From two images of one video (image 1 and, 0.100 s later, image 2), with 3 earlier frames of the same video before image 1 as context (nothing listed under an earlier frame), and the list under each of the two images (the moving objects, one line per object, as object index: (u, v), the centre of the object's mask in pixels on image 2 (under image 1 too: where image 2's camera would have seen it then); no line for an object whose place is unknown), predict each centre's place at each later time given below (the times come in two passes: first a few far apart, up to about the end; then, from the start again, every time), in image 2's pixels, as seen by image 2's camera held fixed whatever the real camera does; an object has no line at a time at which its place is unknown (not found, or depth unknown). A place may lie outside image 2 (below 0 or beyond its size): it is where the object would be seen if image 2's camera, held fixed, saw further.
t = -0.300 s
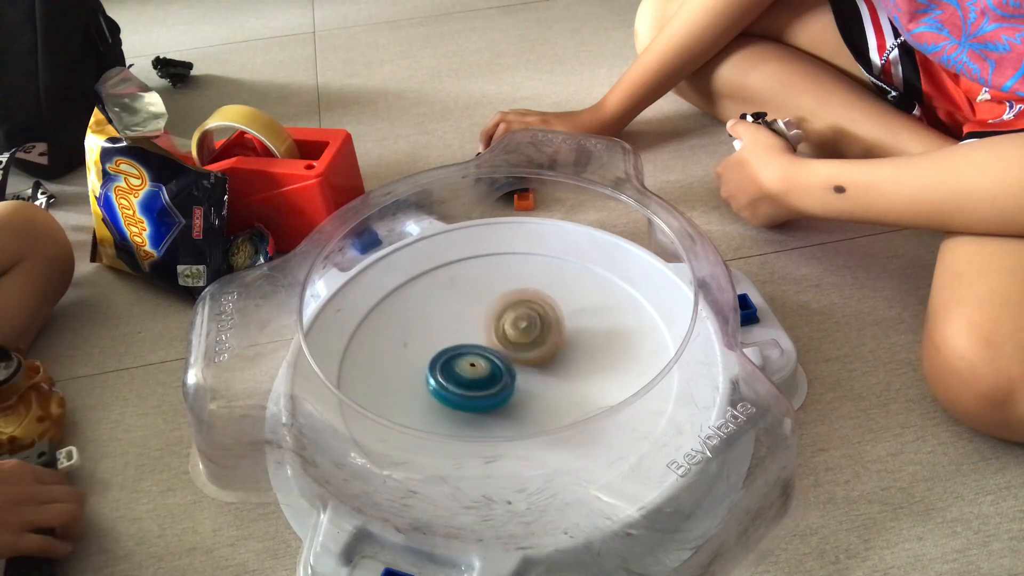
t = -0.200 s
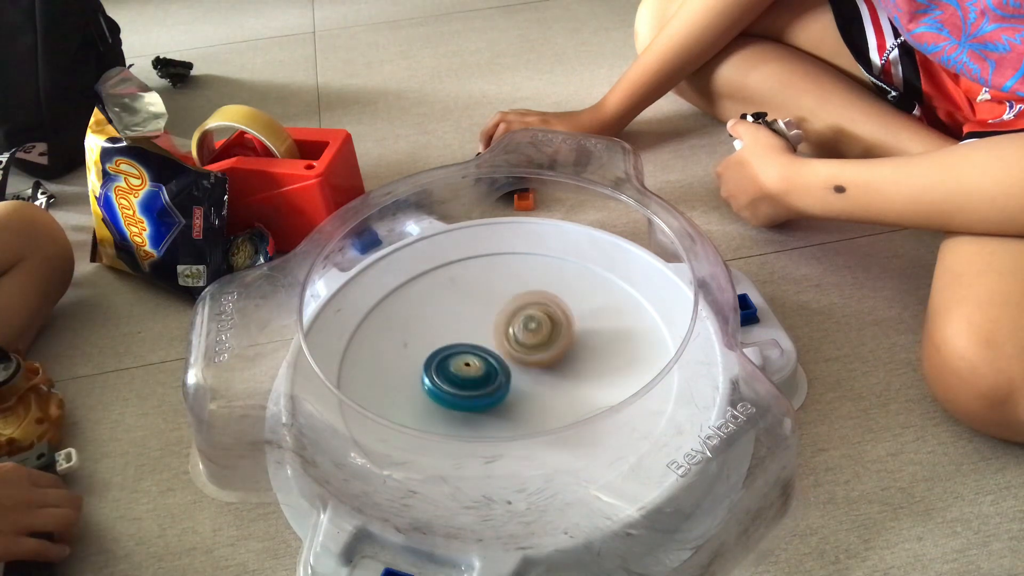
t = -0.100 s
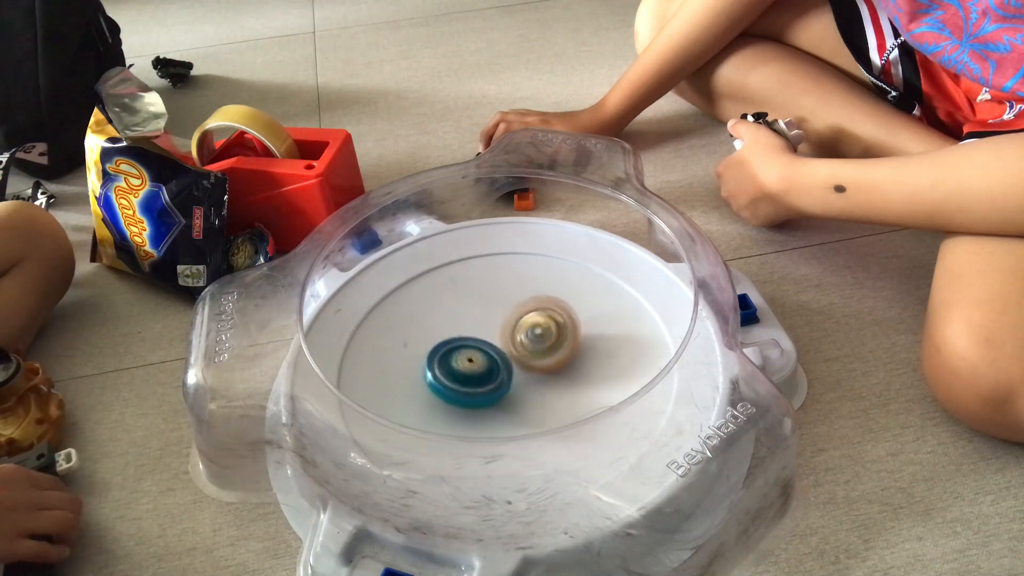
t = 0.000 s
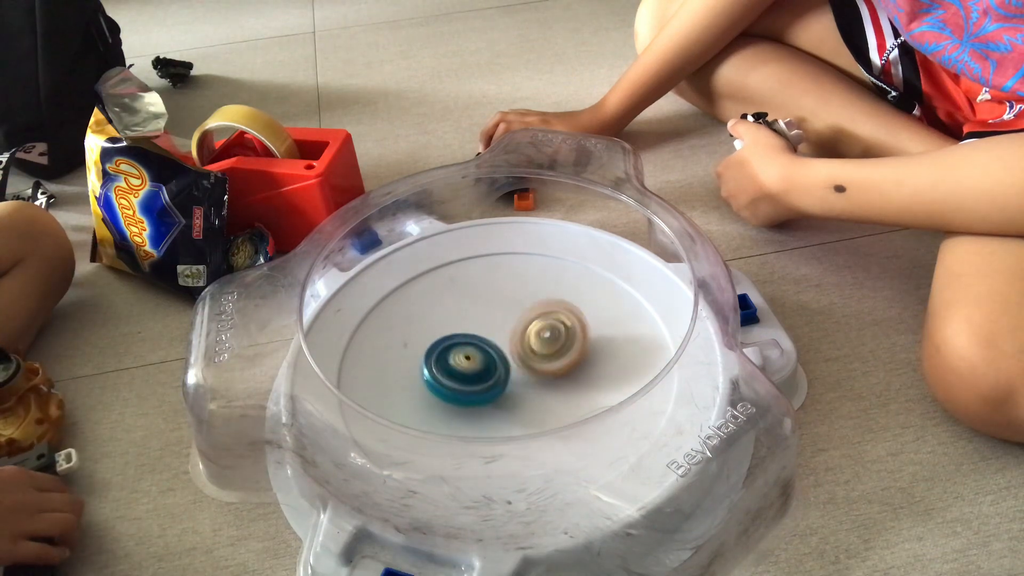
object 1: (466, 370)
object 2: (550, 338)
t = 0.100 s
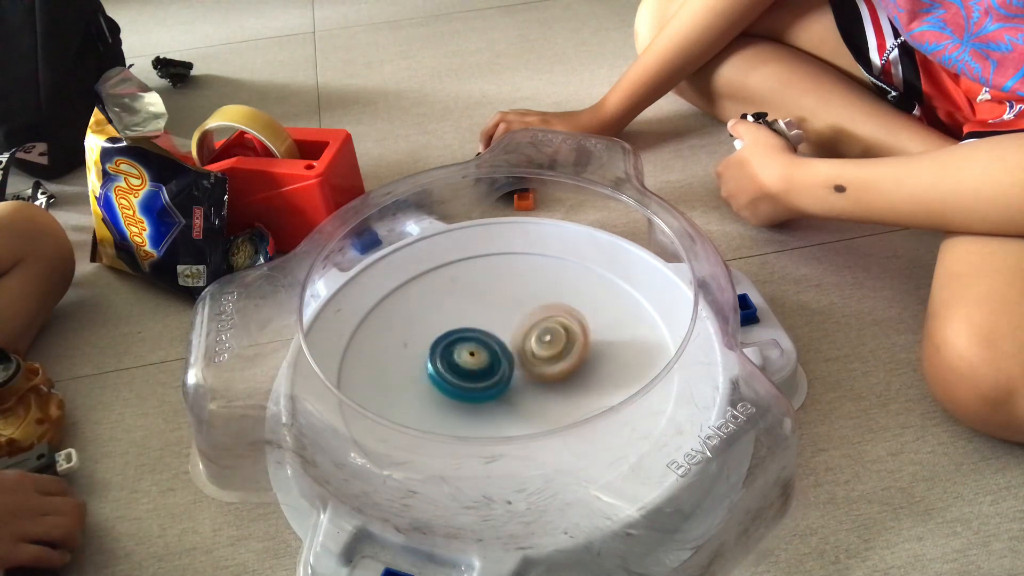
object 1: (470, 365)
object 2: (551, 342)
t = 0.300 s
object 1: (474, 358)
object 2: (561, 352)
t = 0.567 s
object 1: (468, 352)
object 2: (574, 369)
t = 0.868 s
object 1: (485, 359)
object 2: (566, 369)
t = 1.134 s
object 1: (485, 352)
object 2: (534, 396)
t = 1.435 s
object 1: (486, 339)
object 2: (448, 412)
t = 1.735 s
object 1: (488, 341)
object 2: (468, 407)
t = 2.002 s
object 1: (509, 326)
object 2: (472, 396)
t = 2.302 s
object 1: (557, 305)
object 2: (406, 352)
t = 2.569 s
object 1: (545, 315)
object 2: (439, 353)
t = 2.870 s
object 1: (544, 373)
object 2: (464, 372)
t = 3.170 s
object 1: (547, 397)
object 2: (470, 375)
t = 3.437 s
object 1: (547, 390)
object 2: (470, 361)
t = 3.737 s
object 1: (533, 366)
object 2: (464, 357)
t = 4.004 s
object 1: (543, 356)
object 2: (469, 339)
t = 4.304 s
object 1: (541, 362)
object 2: (467, 347)
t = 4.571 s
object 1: (553, 369)
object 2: (470, 357)
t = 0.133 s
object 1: (471, 363)
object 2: (553, 343)
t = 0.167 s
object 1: (470, 362)
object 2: (556, 344)
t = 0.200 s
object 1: (471, 361)
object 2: (556, 346)
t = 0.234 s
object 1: (473, 360)
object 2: (558, 348)
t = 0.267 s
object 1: (472, 359)
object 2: (560, 350)
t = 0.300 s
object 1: (474, 358)
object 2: (561, 352)
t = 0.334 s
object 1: (476, 357)
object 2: (561, 354)
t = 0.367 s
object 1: (472, 355)
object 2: (568, 356)
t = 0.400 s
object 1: (465, 353)
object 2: (573, 359)
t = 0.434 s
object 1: (463, 352)
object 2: (576, 362)
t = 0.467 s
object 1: (463, 351)
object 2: (577, 365)
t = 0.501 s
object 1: (464, 351)
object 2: (576, 367)
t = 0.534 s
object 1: (466, 351)
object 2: (575, 368)
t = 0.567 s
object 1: (468, 352)
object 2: (574, 369)
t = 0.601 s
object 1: (470, 352)
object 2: (573, 369)
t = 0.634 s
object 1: (472, 353)
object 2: (572, 369)
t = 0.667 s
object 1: (475, 354)
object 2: (572, 368)
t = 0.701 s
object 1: (477, 355)
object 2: (571, 367)
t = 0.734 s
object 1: (479, 356)
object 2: (569, 368)
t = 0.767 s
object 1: (481, 357)
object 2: (568, 367)
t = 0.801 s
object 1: (482, 358)
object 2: (567, 368)
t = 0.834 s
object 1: (483, 359)
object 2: (566, 368)
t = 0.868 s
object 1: (485, 359)
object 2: (566, 369)
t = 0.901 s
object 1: (486, 359)
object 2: (563, 371)
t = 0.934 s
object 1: (485, 359)
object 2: (562, 373)
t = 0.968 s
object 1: (486, 358)
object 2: (559, 377)
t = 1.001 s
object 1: (486, 357)
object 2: (554, 378)
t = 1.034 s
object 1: (485, 355)
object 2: (552, 385)
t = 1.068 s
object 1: (485, 354)
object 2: (545, 388)
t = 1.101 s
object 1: (484, 353)
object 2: (539, 393)
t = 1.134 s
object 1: (485, 352)
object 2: (534, 396)
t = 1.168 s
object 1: (486, 351)
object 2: (525, 403)
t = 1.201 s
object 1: (488, 349)
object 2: (511, 407)
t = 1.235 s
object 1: (489, 346)
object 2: (497, 410)
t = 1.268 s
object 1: (489, 344)
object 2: (486, 411)
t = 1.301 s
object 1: (489, 342)
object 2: (475, 413)
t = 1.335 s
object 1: (488, 341)
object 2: (466, 413)
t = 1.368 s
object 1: (487, 340)
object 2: (458, 413)
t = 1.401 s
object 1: (487, 340)
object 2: (453, 413)
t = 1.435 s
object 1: (486, 339)
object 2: (448, 412)
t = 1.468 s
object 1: (486, 339)
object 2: (447, 411)
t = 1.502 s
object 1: (486, 340)
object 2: (446, 411)
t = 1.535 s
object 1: (486, 339)
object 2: (448, 410)
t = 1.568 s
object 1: (486, 340)
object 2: (450, 409)
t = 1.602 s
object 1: (487, 341)
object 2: (454, 409)
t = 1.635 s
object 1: (487, 342)
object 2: (457, 407)
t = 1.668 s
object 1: (487, 342)
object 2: (460, 409)
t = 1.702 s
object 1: (487, 342)
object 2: (465, 408)
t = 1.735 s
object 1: (488, 341)
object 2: (468, 407)
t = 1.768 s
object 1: (492, 337)
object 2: (469, 408)
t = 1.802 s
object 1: (497, 331)
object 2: (468, 410)
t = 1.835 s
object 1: (501, 329)
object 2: (469, 410)
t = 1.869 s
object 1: (504, 327)
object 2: (470, 409)
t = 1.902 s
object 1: (507, 326)
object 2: (471, 408)
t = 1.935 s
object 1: (508, 326)
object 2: (472, 405)
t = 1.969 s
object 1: (509, 326)
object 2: (471, 401)
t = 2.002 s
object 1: (509, 326)
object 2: (472, 396)
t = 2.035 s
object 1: (510, 326)
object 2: (471, 389)
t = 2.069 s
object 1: (514, 324)
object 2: (466, 384)
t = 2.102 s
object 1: (523, 319)
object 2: (453, 379)
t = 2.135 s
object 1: (533, 315)
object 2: (445, 375)
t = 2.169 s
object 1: (542, 311)
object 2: (434, 367)
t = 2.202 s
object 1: (549, 309)
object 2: (424, 361)
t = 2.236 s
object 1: (553, 307)
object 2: (417, 357)
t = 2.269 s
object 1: (556, 305)
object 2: (410, 353)
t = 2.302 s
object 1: (557, 305)
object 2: (406, 352)
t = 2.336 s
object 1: (557, 305)
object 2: (405, 352)
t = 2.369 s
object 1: (555, 305)
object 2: (406, 352)
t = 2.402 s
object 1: (554, 307)
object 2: (409, 353)
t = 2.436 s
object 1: (551, 307)
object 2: (413, 354)
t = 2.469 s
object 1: (550, 308)
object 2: (418, 353)
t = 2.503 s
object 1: (548, 310)
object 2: (425, 354)
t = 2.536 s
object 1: (547, 312)
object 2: (431, 352)
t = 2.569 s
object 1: (545, 315)
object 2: (439, 353)
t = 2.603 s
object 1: (543, 319)
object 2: (445, 353)
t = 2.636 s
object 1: (541, 323)
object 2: (452, 355)
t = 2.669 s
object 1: (539, 330)
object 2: (457, 358)
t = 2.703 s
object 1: (538, 336)
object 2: (461, 360)
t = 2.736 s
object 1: (539, 344)
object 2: (461, 365)
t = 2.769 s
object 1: (541, 351)
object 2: (460, 367)
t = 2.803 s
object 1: (542, 358)
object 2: (459, 370)
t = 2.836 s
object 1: (542, 366)
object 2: (463, 370)
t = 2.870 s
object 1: (544, 373)
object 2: (464, 372)
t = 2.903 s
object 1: (546, 379)
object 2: (465, 372)
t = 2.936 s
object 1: (546, 386)
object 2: (468, 373)
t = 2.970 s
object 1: (547, 391)
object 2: (468, 375)
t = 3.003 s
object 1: (548, 394)
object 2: (469, 374)
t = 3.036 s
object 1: (548, 397)
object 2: (468, 375)
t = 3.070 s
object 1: (547, 397)
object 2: (468, 375)
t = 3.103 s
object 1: (548, 398)
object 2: (469, 376)
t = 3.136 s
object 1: (547, 398)
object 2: (469, 375)
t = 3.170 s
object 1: (547, 397)
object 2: (470, 375)
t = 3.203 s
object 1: (549, 395)
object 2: (469, 375)
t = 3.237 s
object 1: (550, 393)
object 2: (468, 374)
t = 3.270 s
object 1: (550, 392)
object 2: (470, 373)
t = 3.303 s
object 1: (550, 391)
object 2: (468, 373)
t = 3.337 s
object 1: (549, 391)
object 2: (469, 369)
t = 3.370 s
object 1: (547, 390)
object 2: (471, 366)
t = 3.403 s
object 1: (547, 390)
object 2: (471, 363)
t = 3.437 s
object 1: (547, 390)
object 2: (470, 361)
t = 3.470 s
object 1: (547, 391)
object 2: (468, 359)
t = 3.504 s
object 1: (546, 389)
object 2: (468, 358)
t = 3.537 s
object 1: (545, 387)
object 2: (467, 358)
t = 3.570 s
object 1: (543, 384)
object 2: (465, 358)
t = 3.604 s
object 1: (541, 381)
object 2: (467, 358)
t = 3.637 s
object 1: (539, 377)
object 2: (468, 359)
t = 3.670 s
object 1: (537, 373)
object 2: (467, 359)
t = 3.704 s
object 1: (533, 368)
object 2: (464, 360)
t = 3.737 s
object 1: (533, 366)
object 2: (464, 357)
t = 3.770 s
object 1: (535, 364)
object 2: (466, 354)
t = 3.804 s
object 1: (536, 363)
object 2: (466, 349)
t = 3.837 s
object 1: (539, 361)
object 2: (468, 346)
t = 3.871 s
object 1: (540, 359)
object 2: (469, 344)
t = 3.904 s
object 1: (541, 359)
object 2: (469, 342)
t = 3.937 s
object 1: (542, 357)
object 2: (469, 340)
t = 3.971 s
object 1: (542, 356)
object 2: (469, 339)
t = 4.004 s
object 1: (543, 356)
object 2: (469, 339)
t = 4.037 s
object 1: (543, 357)
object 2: (468, 339)
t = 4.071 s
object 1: (544, 356)
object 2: (469, 340)
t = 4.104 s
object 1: (543, 356)
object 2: (470, 341)
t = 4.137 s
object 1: (542, 356)
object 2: (470, 343)
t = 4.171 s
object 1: (541, 357)
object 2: (469, 344)
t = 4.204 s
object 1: (541, 358)
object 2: (469, 345)
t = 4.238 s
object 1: (541, 360)
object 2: (468, 346)
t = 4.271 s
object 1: (541, 361)
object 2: (468, 347)
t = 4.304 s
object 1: (541, 362)
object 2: (467, 347)
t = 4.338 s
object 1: (541, 363)
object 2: (466, 348)
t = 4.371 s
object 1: (543, 364)
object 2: (466, 348)
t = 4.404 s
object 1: (545, 366)
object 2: (467, 349)
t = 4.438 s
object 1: (546, 366)
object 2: (468, 351)
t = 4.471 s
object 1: (548, 367)
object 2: (469, 352)
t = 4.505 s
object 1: (551, 368)
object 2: (469, 354)
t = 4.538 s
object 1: (552, 369)
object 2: (470, 355)
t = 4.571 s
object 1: (553, 369)
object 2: (470, 357)
